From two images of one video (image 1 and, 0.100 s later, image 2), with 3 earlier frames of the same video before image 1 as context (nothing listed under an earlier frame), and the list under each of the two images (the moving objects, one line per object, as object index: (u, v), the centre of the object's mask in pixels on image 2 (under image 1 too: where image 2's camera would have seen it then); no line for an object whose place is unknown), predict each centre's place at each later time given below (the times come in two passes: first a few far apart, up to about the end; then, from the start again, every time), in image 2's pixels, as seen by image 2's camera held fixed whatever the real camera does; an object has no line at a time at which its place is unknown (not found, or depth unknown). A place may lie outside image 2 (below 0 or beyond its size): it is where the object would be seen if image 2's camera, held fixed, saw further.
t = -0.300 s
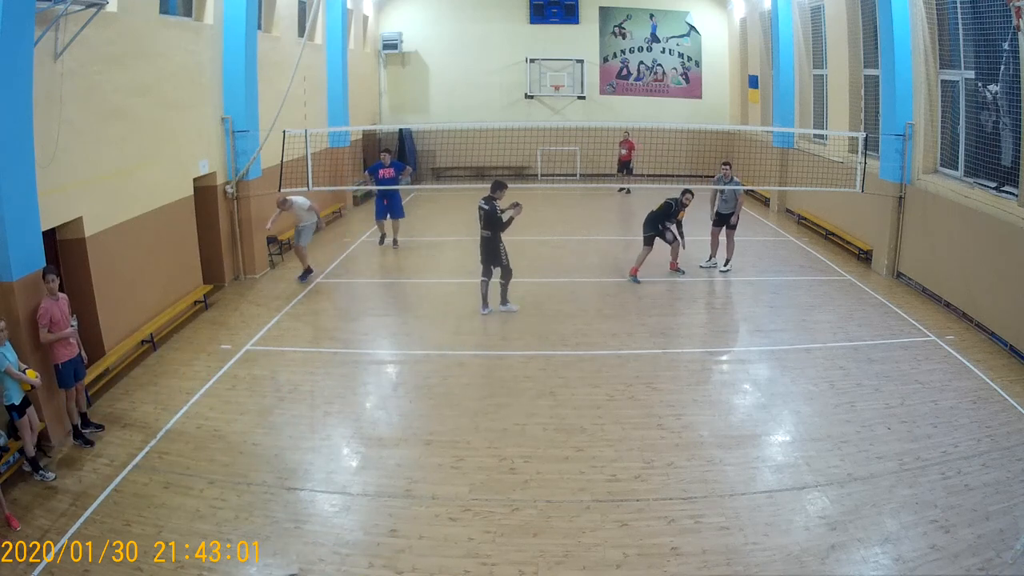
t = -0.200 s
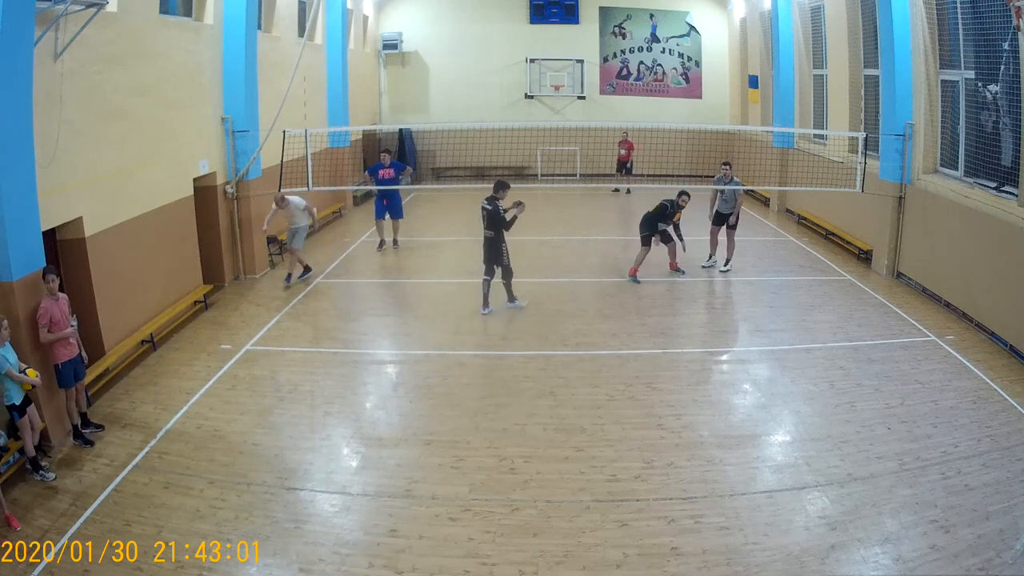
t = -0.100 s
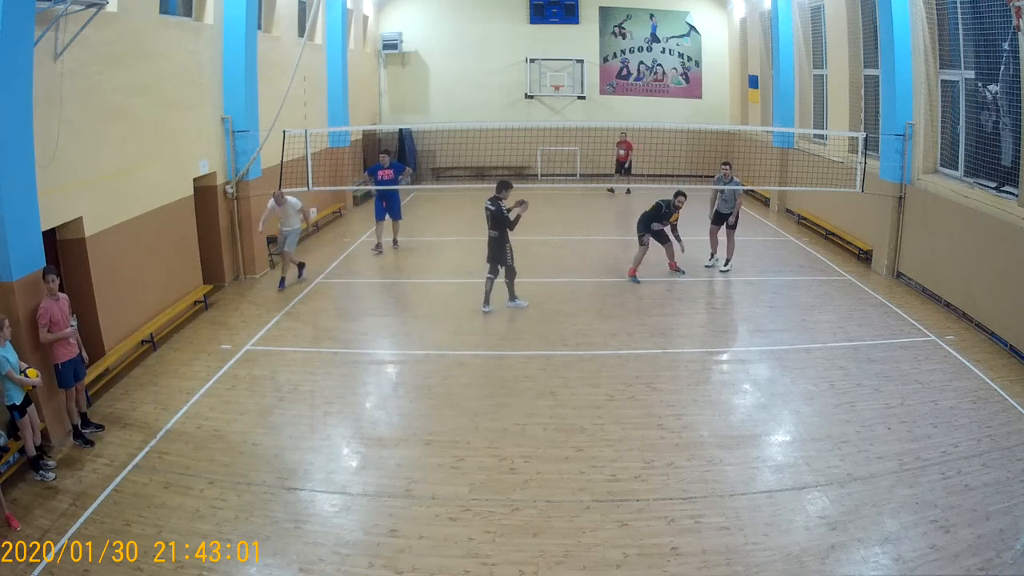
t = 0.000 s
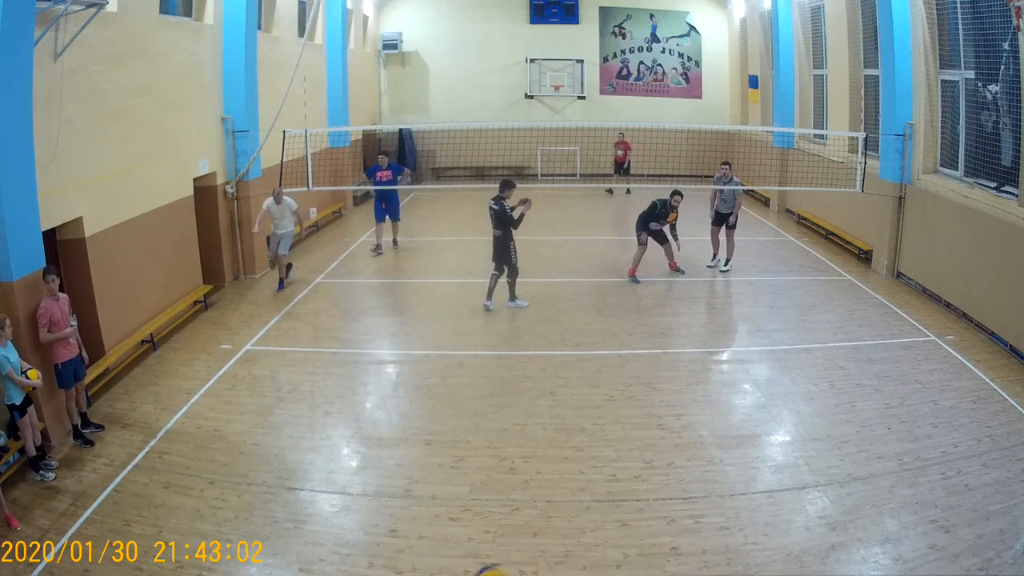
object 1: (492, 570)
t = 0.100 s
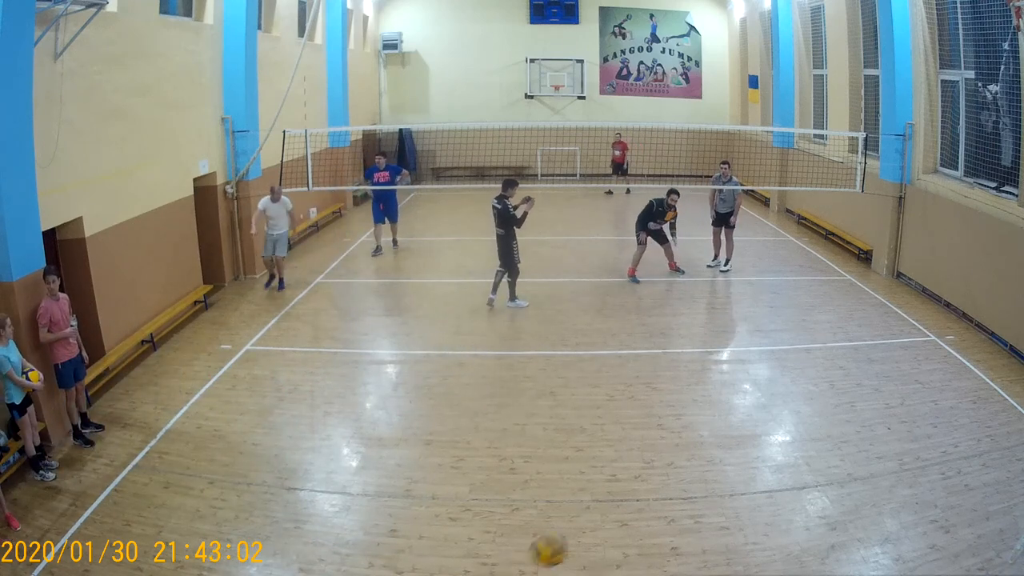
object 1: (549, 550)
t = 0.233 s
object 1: (617, 526)
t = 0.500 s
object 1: (727, 498)
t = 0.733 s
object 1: (800, 463)
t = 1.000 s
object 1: (863, 431)
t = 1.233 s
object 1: (904, 412)
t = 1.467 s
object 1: (935, 398)
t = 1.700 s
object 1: (962, 380)
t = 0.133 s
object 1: (566, 544)
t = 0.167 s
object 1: (583, 536)
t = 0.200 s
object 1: (601, 530)
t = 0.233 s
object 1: (617, 526)
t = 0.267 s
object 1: (631, 525)
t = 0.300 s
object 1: (648, 524)
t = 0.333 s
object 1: (662, 525)
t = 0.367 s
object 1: (674, 525)
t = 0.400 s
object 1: (687, 527)
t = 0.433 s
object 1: (701, 517)
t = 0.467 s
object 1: (713, 507)
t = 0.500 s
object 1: (727, 498)
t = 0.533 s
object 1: (740, 487)
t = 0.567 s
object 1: (751, 480)
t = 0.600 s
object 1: (762, 474)
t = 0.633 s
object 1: (773, 470)
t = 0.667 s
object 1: (782, 466)
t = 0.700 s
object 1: (791, 465)
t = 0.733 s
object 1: (800, 463)
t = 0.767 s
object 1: (808, 464)
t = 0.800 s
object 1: (815, 465)
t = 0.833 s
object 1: (823, 465)
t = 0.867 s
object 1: (832, 455)
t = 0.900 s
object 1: (840, 447)
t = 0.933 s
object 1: (849, 440)
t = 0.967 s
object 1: (856, 435)
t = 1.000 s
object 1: (863, 431)
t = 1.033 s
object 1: (870, 428)
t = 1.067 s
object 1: (877, 426)
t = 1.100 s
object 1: (881, 425)
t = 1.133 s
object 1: (886, 425)
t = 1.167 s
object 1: (892, 425)
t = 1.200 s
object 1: (898, 419)
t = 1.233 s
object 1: (904, 412)
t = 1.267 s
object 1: (910, 406)
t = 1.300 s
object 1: (915, 402)
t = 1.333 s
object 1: (919, 399)
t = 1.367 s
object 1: (924, 397)
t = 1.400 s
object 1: (928, 397)
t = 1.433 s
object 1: (931, 397)
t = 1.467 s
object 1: (935, 398)
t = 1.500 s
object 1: (940, 392)
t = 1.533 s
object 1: (944, 387)
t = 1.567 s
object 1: (948, 384)
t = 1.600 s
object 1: (952, 382)
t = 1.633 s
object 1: (955, 380)
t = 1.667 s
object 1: (958, 379)
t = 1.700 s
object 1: (962, 380)
